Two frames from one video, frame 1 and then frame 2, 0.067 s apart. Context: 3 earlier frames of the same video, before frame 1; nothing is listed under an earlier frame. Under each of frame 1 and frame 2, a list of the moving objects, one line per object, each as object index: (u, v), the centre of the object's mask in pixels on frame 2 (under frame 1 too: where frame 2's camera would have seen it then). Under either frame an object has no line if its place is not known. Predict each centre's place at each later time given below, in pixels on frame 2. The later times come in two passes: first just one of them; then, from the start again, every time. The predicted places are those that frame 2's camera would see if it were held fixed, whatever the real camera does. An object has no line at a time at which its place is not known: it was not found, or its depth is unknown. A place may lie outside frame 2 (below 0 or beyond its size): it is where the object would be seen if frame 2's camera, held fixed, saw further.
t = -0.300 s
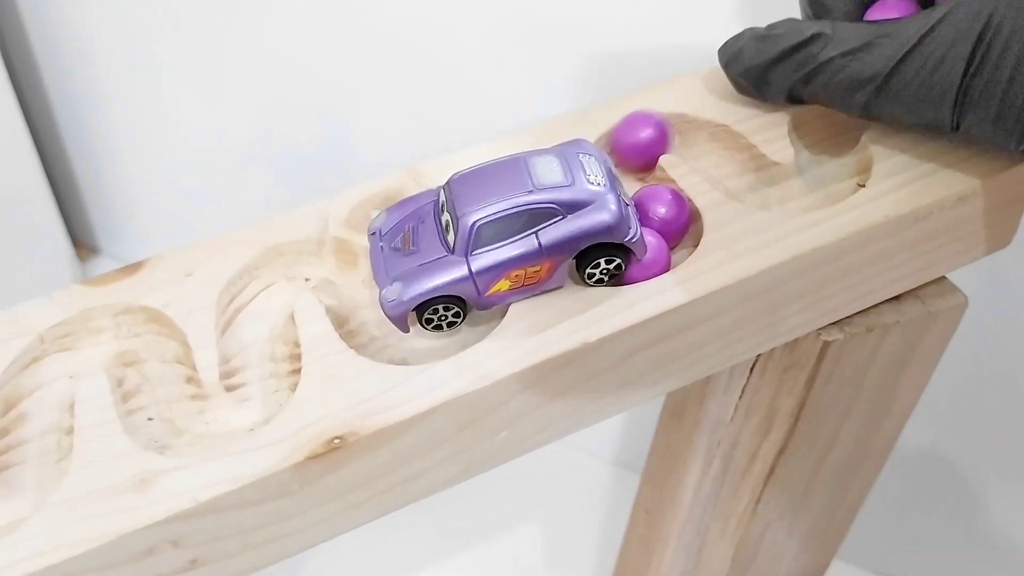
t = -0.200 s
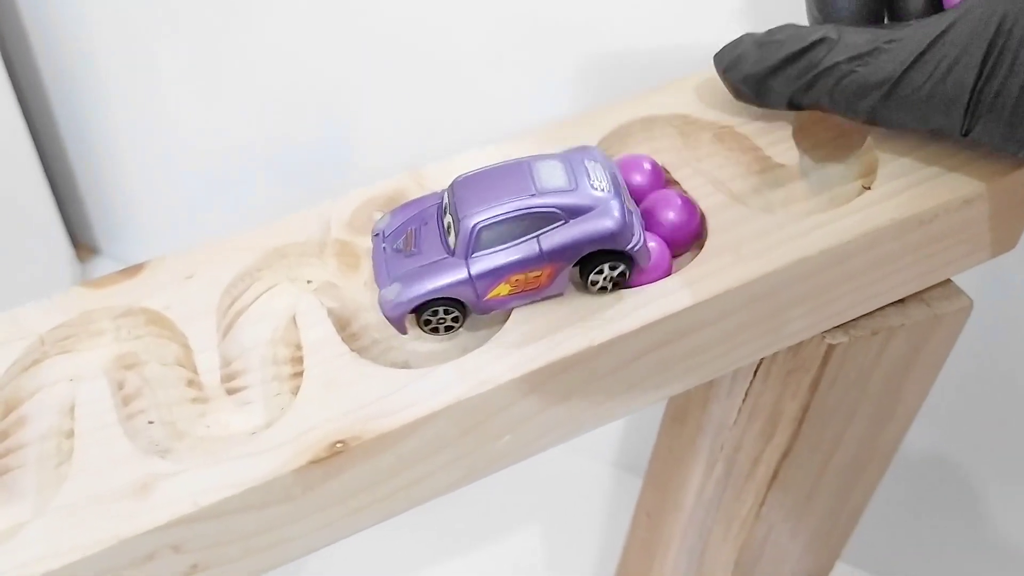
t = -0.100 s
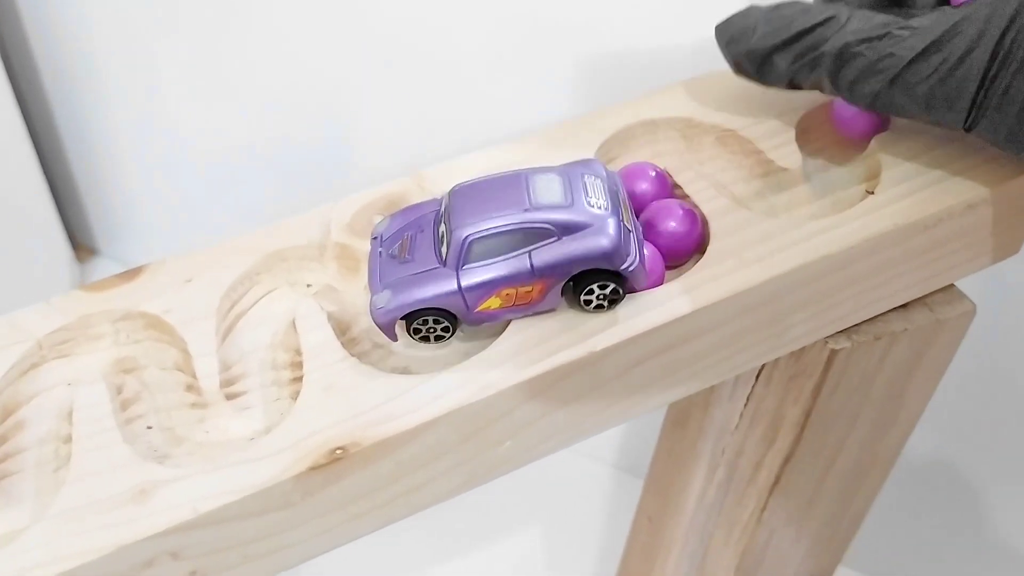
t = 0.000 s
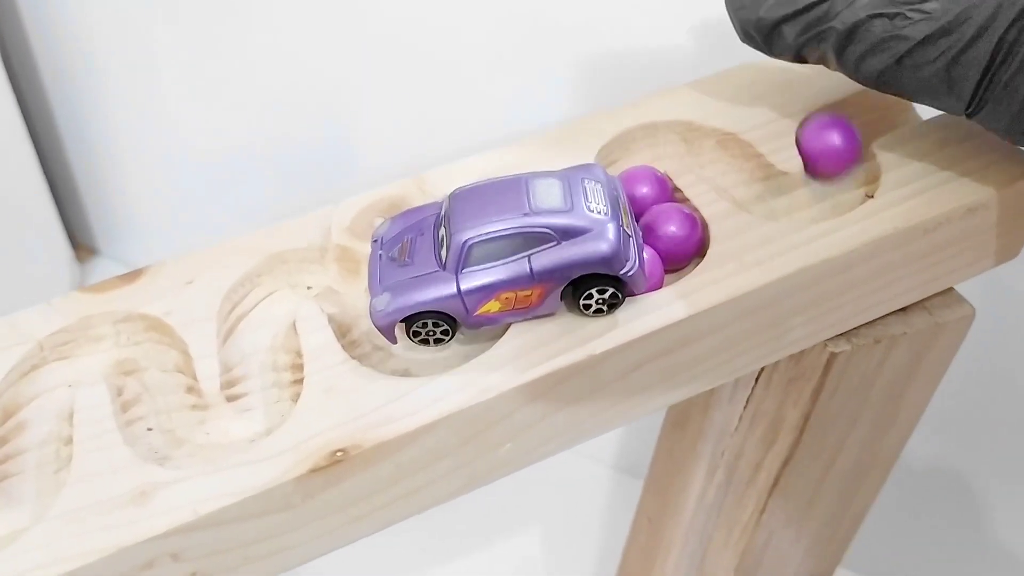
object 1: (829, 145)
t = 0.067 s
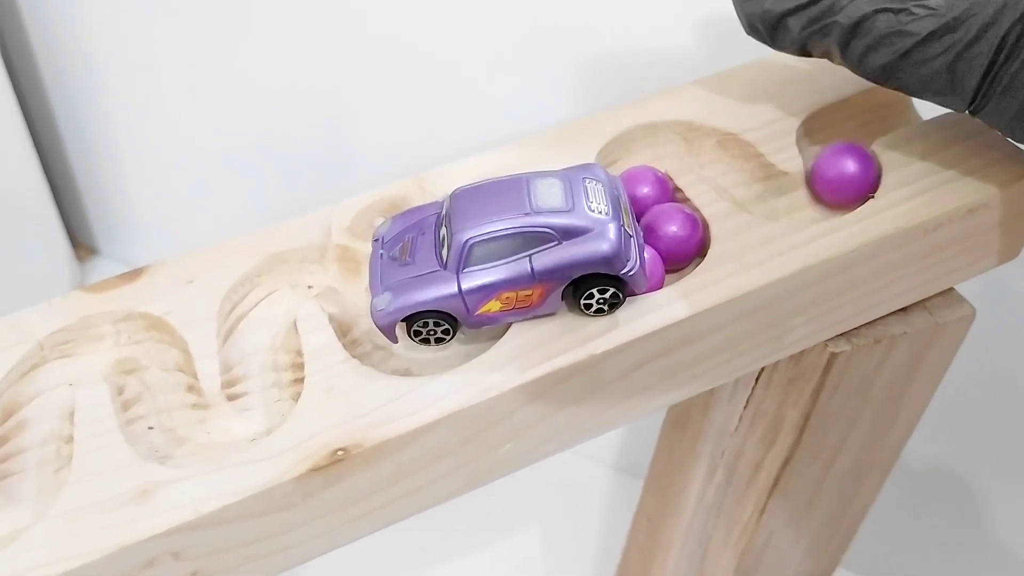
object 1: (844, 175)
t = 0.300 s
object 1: (707, 149)
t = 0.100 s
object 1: (838, 186)
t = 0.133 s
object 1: (818, 195)
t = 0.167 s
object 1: (788, 198)
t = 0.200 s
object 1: (761, 190)
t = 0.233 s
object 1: (741, 177)
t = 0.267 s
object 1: (726, 162)
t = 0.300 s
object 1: (707, 149)
